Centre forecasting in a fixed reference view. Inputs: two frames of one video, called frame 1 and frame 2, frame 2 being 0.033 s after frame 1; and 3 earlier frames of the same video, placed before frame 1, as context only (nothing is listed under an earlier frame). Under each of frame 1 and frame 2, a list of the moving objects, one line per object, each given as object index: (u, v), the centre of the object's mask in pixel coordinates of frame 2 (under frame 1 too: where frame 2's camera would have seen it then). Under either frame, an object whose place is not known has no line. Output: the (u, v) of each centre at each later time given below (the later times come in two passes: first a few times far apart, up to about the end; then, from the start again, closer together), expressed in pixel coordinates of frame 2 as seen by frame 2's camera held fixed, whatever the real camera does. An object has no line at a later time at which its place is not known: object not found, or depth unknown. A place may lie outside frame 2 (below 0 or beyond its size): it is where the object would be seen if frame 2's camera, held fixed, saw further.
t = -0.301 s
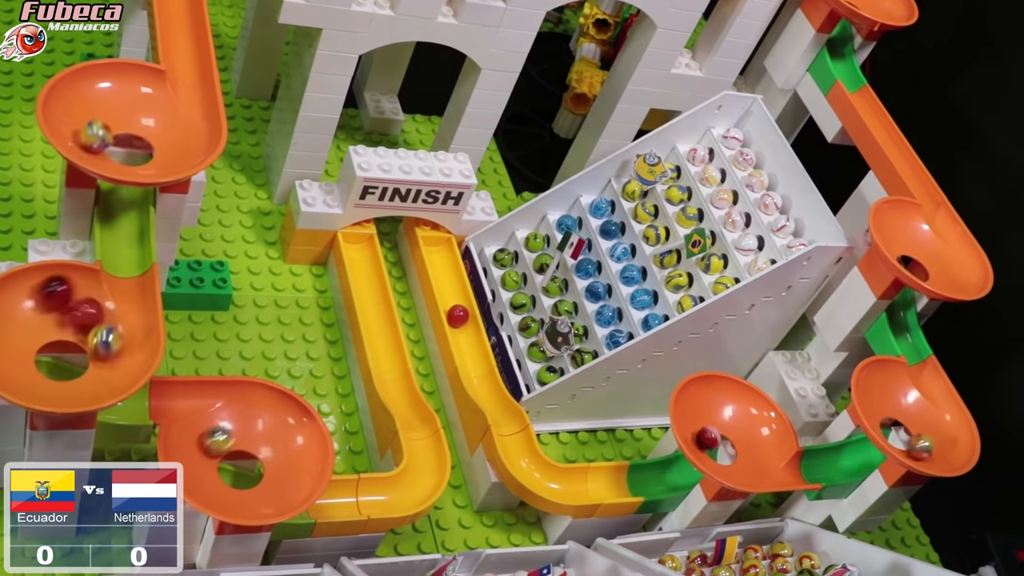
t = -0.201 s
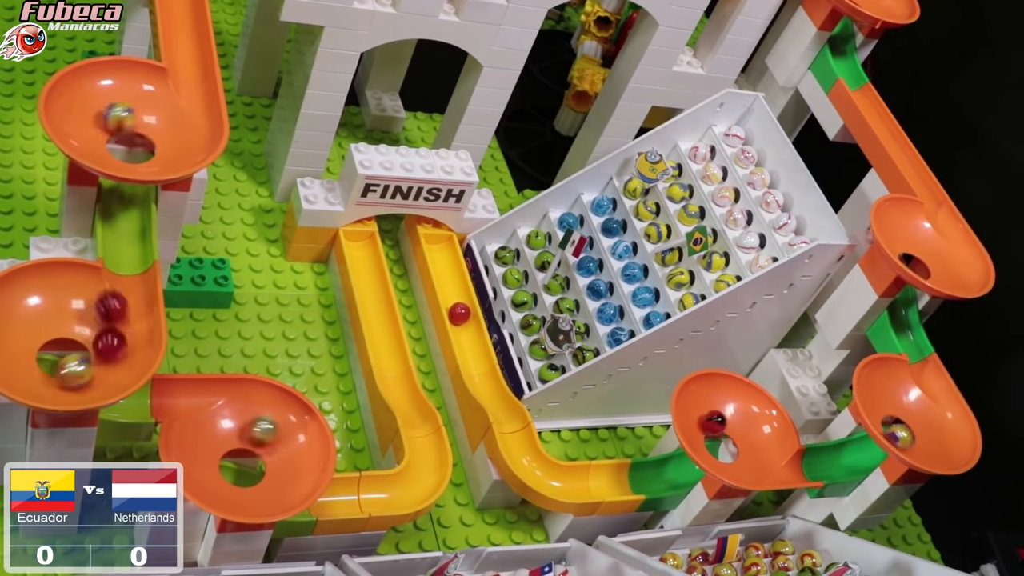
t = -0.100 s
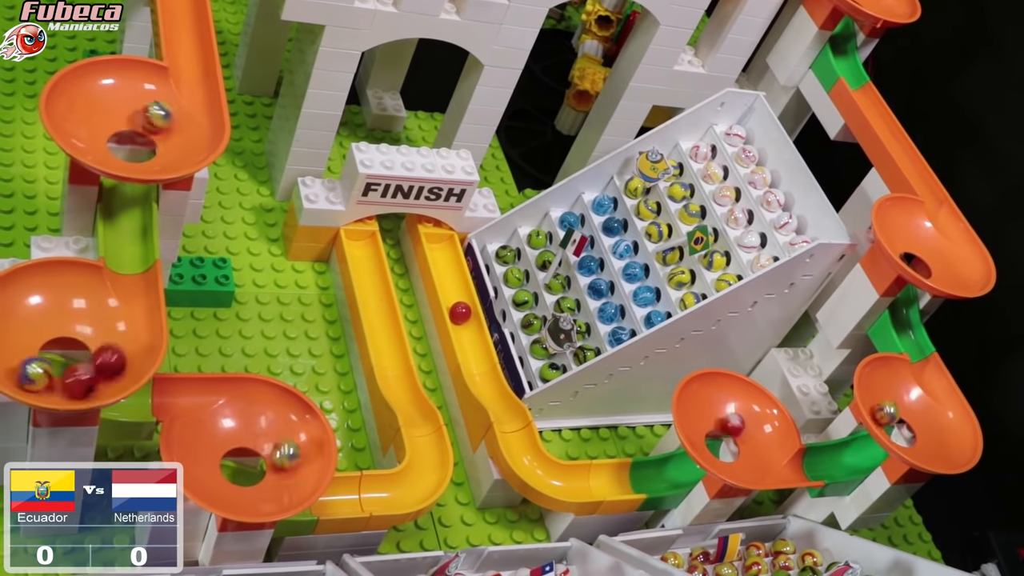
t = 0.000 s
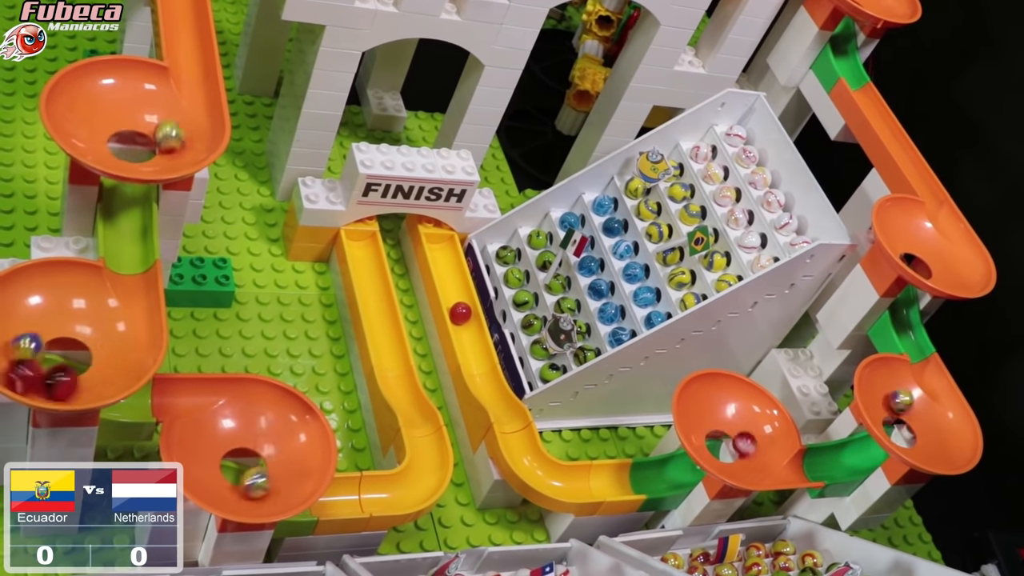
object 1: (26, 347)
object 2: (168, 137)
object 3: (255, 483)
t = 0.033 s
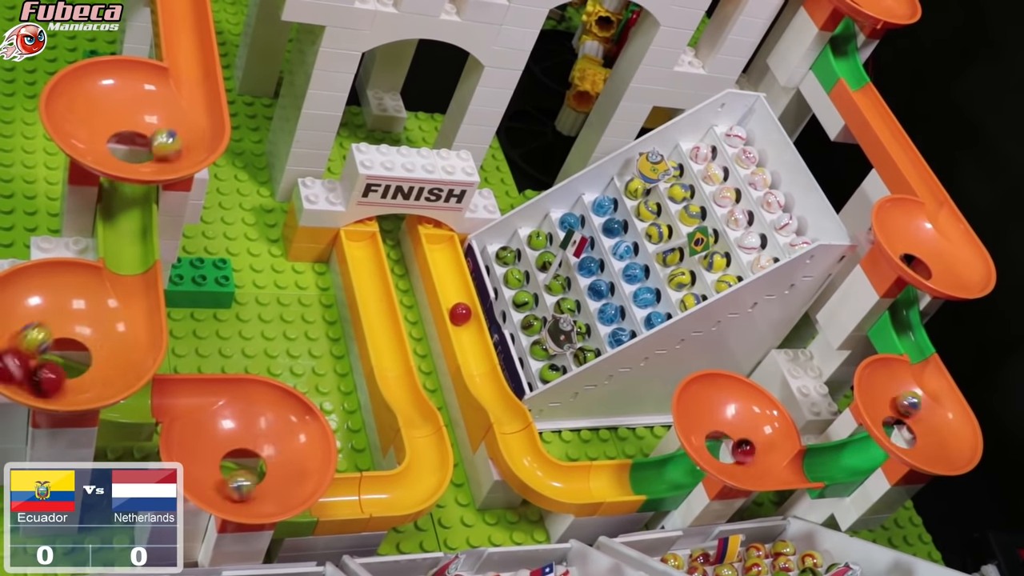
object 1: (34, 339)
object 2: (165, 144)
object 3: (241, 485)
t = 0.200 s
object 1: (95, 315)
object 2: (112, 148)
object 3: (212, 449)
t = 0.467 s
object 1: (40, 377)
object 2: (148, 119)
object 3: (277, 468)
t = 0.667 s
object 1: (51, 317)
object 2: (151, 151)
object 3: (209, 465)
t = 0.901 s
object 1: (102, 362)
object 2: (104, 124)
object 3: (277, 443)
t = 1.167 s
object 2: (167, 142)
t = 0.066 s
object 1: (47, 328)
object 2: (156, 150)
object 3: (226, 483)
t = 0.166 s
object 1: (85, 312)
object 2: (123, 151)
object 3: (205, 458)
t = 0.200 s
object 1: (95, 315)
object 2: (112, 148)
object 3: (212, 449)
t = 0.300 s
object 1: (107, 351)
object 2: (100, 127)
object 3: (253, 433)
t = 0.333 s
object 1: (100, 361)
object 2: (104, 122)
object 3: (266, 434)
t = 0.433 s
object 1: (57, 380)
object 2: (138, 116)
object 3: (282, 459)
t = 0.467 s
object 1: (40, 377)
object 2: (148, 119)
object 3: (277, 468)
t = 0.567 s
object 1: (19, 346)
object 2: (170, 134)
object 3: (239, 482)
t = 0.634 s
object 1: (35, 322)
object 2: (162, 147)
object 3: (215, 474)
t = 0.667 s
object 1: (51, 317)
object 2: (151, 151)
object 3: (209, 465)
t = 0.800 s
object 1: (111, 324)
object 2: (106, 143)
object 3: (239, 438)
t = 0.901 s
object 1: (102, 362)
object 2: (104, 124)
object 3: (277, 443)
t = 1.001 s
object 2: (135, 118)
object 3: (277, 468)
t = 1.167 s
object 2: (167, 142)
